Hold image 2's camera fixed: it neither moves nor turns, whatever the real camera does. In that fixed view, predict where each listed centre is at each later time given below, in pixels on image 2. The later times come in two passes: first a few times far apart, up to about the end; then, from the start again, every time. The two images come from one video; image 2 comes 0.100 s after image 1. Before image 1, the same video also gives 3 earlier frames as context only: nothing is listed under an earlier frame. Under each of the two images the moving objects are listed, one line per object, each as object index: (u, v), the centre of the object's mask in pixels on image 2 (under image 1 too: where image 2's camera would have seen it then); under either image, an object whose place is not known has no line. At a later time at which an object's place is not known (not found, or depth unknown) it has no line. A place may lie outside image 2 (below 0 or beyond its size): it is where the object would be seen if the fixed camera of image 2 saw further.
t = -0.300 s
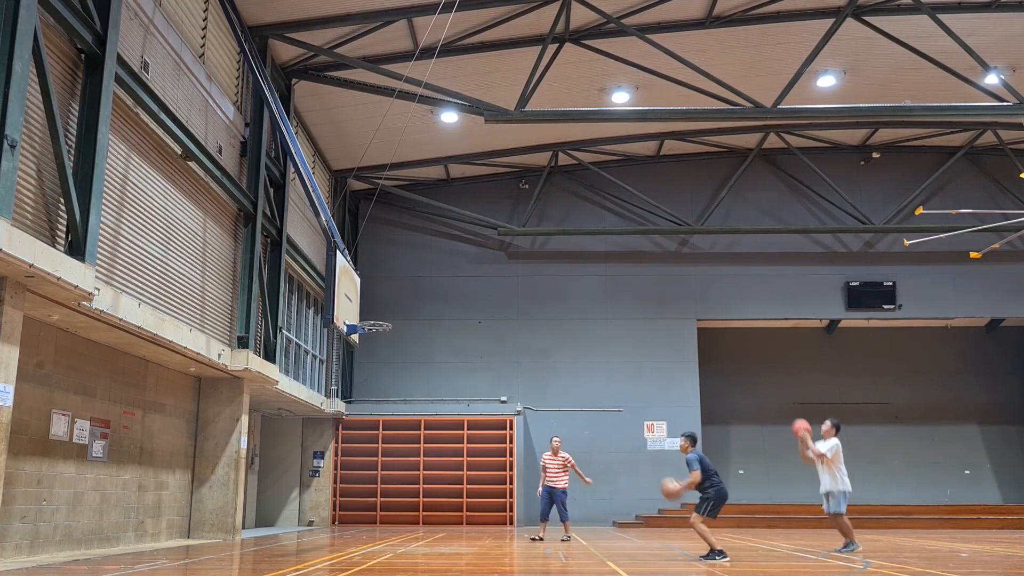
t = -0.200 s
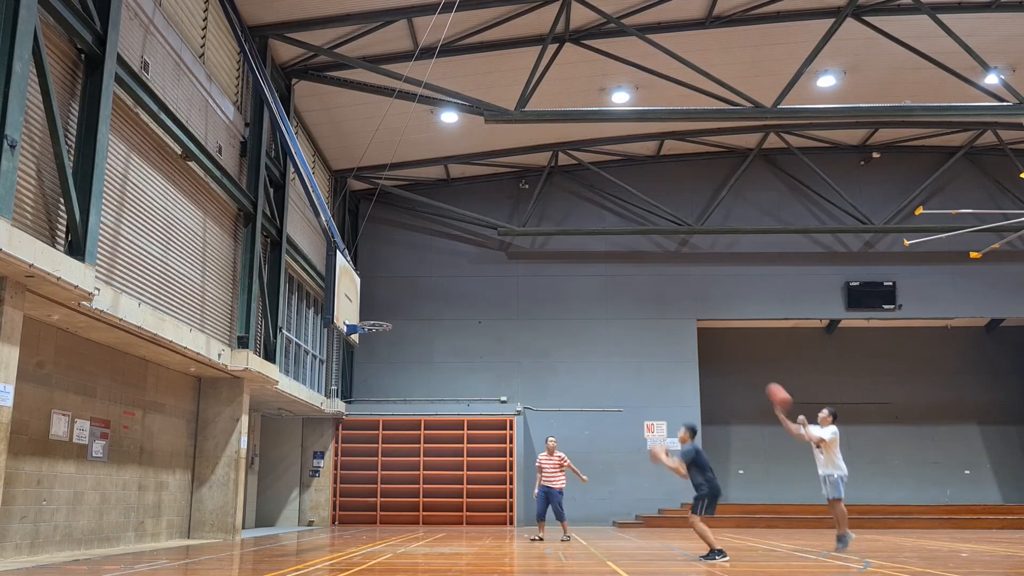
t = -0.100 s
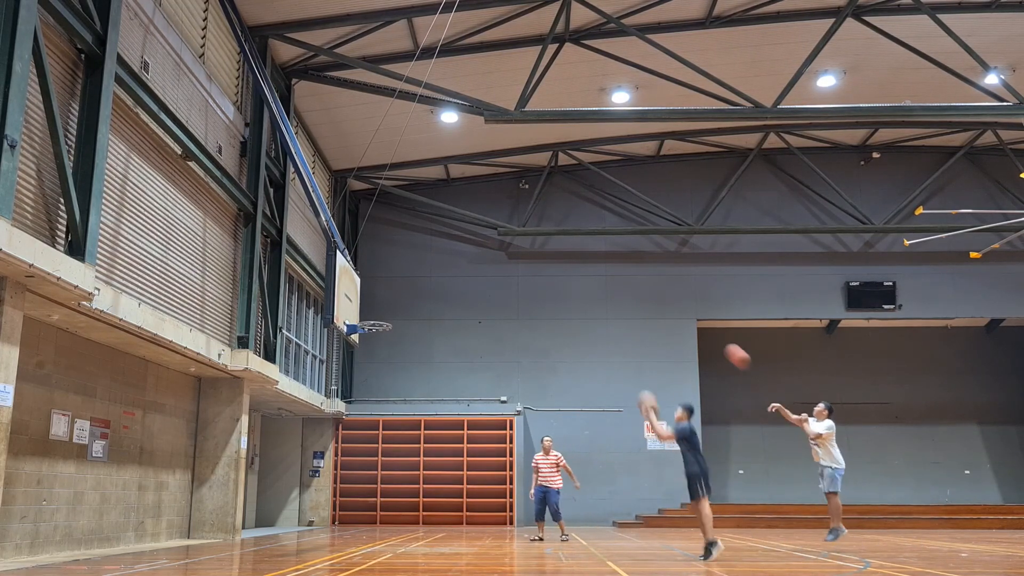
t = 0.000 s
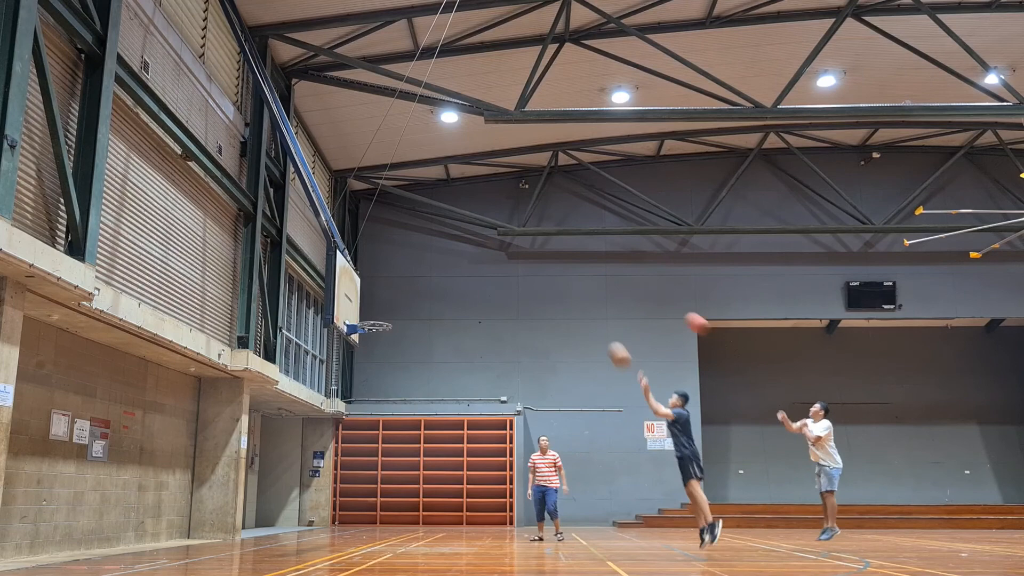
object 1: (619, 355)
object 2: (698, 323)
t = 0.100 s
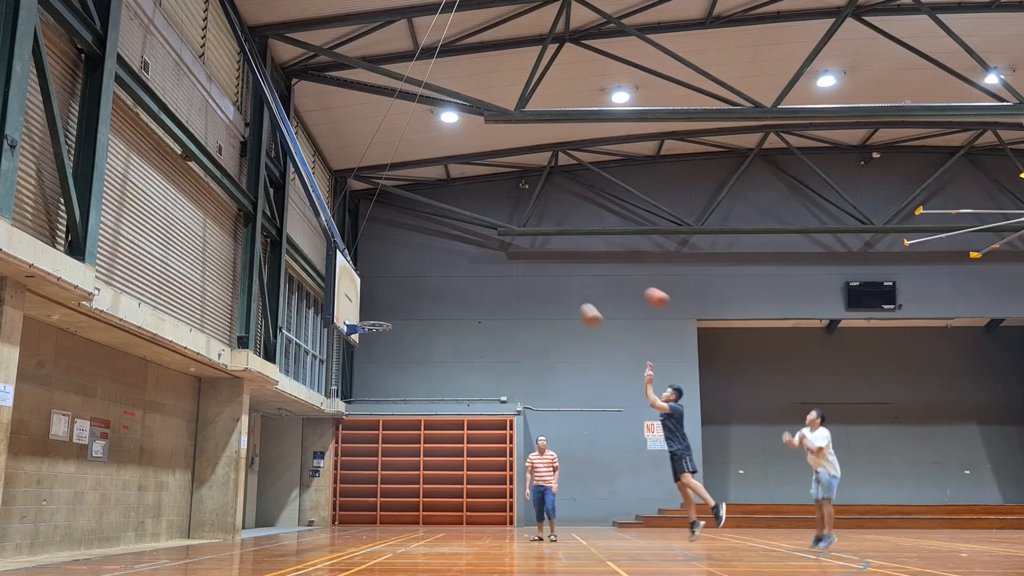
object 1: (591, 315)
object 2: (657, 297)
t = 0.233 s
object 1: (555, 277)
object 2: (605, 274)
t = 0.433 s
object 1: (506, 246)
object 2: (530, 262)
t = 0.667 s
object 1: (453, 246)
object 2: (444, 279)
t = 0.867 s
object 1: (409, 275)
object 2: (370, 319)
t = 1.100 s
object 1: (374, 332)
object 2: (426, 388)
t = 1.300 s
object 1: (386, 372)
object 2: (481, 484)
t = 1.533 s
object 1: (403, 469)
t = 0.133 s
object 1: (582, 304)
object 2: (644, 291)
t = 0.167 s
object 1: (573, 295)
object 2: (631, 285)
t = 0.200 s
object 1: (564, 286)
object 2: (619, 279)
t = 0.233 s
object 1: (555, 277)
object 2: (605, 274)
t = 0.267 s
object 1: (547, 270)
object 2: (593, 271)
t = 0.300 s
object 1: (538, 263)
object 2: (580, 267)
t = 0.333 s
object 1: (530, 258)
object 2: (568, 265)
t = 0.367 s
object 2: (555, 263)
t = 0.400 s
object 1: (514, 249)
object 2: (542, 262)
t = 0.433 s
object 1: (506, 246)
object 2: (530, 262)
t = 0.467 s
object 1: (498, 244)
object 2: (518, 262)
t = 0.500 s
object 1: (490, 243)
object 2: (506, 263)
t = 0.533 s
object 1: (483, 242)
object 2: (493, 265)
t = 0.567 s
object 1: (475, 242)
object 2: (481, 267)
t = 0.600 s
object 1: (468, 242)
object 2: (469, 270)
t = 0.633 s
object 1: (461, 244)
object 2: (457, 274)
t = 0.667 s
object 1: (453, 246)
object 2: (444, 279)
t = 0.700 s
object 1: (446, 249)
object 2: (431, 285)
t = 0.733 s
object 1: (438, 253)
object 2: (418, 291)
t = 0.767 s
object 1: (431, 257)
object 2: (406, 298)
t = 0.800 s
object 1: (423, 262)
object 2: (393, 305)
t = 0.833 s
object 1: (416, 268)
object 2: (381, 312)
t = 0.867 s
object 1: (409, 275)
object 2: (370, 319)
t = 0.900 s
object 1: (402, 282)
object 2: (374, 332)
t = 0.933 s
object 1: (395, 290)
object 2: (381, 338)
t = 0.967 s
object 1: (388, 299)
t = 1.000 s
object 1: (381, 308)
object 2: (399, 355)
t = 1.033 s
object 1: (375, 314)
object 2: (408, 366)
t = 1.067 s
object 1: (372, 326)
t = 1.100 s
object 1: (374, 332)
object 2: (426, 388)
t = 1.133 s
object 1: (375, 335)
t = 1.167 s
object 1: (378, 341)
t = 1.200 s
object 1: (380, 347)
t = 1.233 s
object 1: (382, 354)
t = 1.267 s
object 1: (384, 363)
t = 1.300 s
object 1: (386, 372)
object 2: (481, 484)
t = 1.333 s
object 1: (389, 383)
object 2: (491, 501)
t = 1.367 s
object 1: (391, 394)
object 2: (500, 522)
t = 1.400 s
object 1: (392, 405)
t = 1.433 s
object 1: (396, 421)
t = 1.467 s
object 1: (398, 434)
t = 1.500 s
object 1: (401, 450)
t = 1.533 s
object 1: (403, 469)
